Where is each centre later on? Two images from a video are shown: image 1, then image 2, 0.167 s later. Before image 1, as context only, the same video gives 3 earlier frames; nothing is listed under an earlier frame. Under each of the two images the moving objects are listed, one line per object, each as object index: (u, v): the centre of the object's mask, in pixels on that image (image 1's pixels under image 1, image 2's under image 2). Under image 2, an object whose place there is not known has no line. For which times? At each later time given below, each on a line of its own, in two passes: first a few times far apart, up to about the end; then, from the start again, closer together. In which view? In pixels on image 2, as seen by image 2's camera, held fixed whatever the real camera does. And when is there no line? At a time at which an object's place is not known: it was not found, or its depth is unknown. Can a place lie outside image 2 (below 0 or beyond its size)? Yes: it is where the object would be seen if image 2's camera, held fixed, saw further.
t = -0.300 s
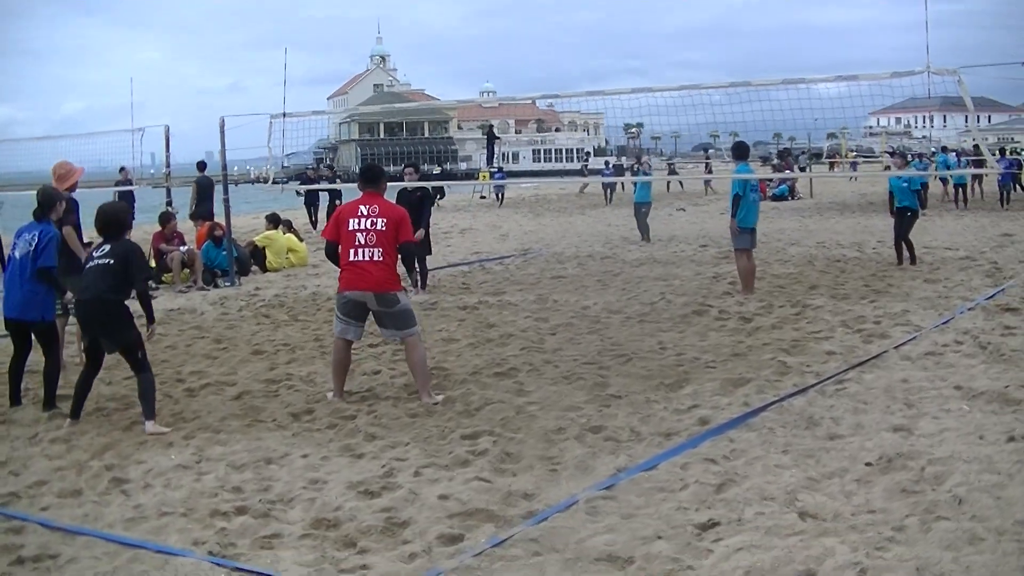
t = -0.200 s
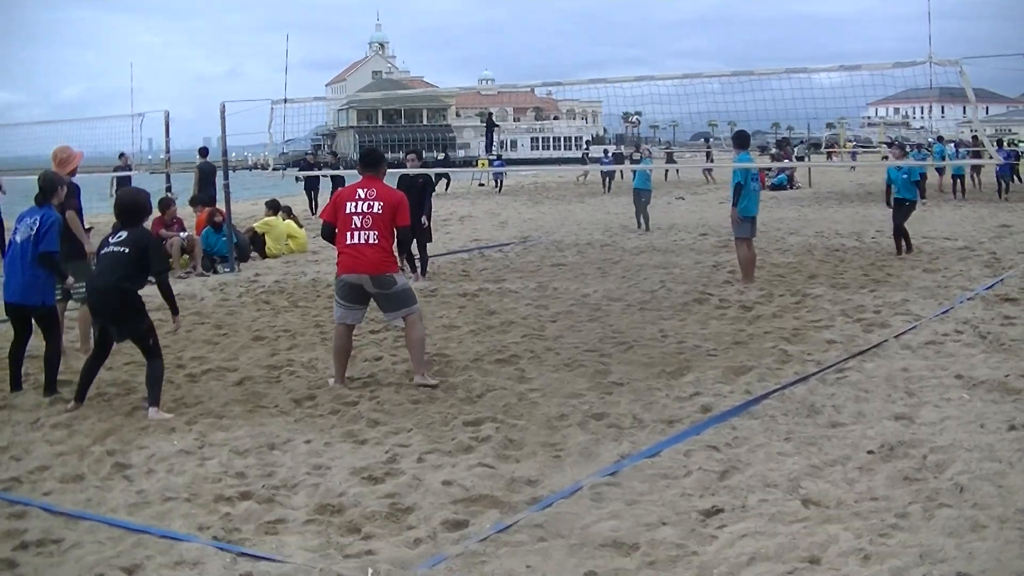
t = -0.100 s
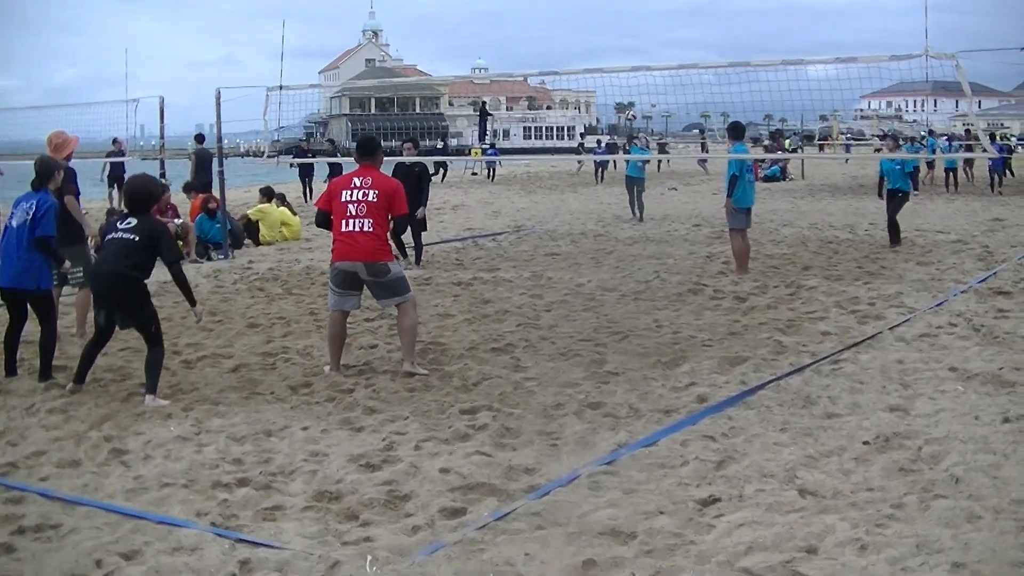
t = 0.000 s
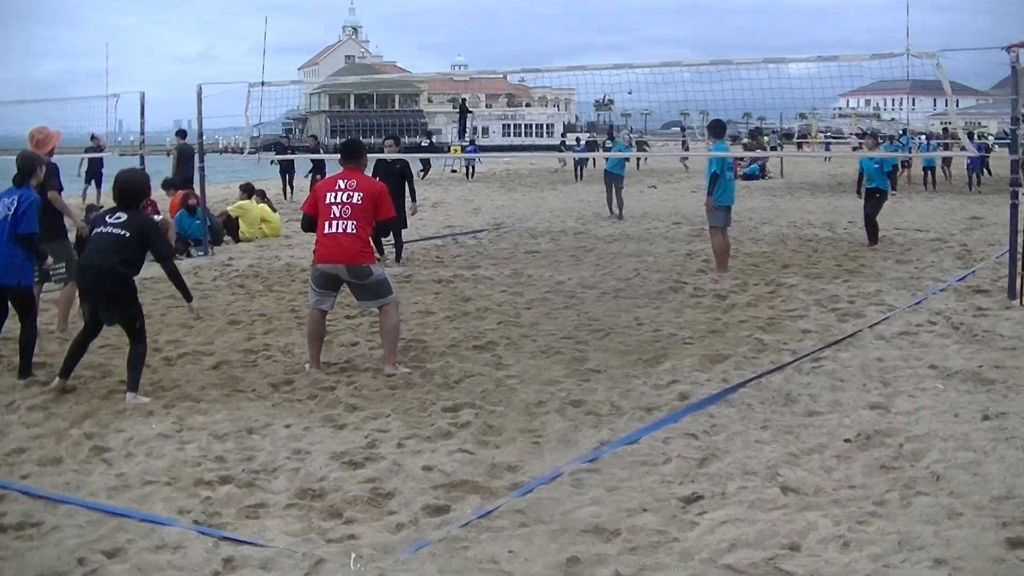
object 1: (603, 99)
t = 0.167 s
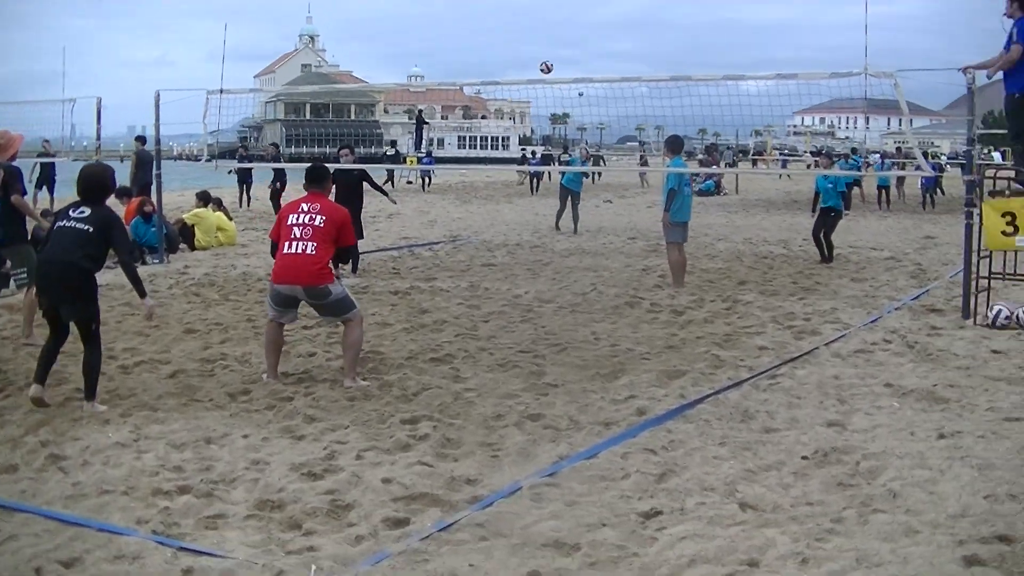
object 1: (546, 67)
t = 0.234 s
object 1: (540, 50)
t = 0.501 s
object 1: (509, 0)
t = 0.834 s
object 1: (457, 5)
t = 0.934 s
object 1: (432, 32)
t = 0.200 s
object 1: (543, 58)
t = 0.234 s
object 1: (540, 50)
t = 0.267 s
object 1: (536, 42)
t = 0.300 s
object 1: (532, 35)
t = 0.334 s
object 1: (528, 30)
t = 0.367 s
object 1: (524, 25)
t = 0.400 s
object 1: (519, 18)
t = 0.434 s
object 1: (514, 12)
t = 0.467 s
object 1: (512, 5)
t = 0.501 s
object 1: (509, 0)
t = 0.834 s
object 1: (457, 5)
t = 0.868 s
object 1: (449, 12)
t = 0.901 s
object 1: (441, 21)
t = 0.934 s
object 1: (432, 32)
